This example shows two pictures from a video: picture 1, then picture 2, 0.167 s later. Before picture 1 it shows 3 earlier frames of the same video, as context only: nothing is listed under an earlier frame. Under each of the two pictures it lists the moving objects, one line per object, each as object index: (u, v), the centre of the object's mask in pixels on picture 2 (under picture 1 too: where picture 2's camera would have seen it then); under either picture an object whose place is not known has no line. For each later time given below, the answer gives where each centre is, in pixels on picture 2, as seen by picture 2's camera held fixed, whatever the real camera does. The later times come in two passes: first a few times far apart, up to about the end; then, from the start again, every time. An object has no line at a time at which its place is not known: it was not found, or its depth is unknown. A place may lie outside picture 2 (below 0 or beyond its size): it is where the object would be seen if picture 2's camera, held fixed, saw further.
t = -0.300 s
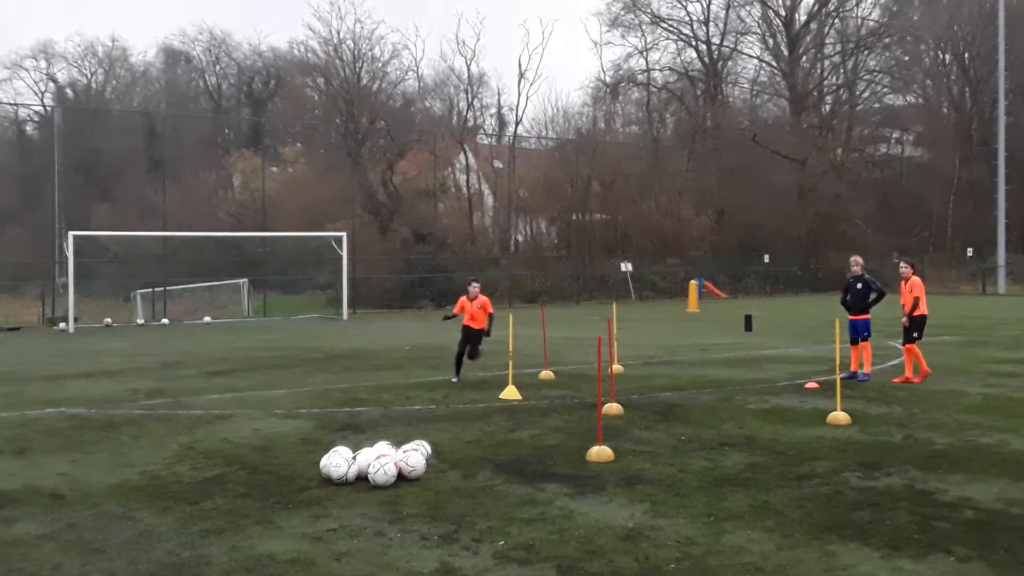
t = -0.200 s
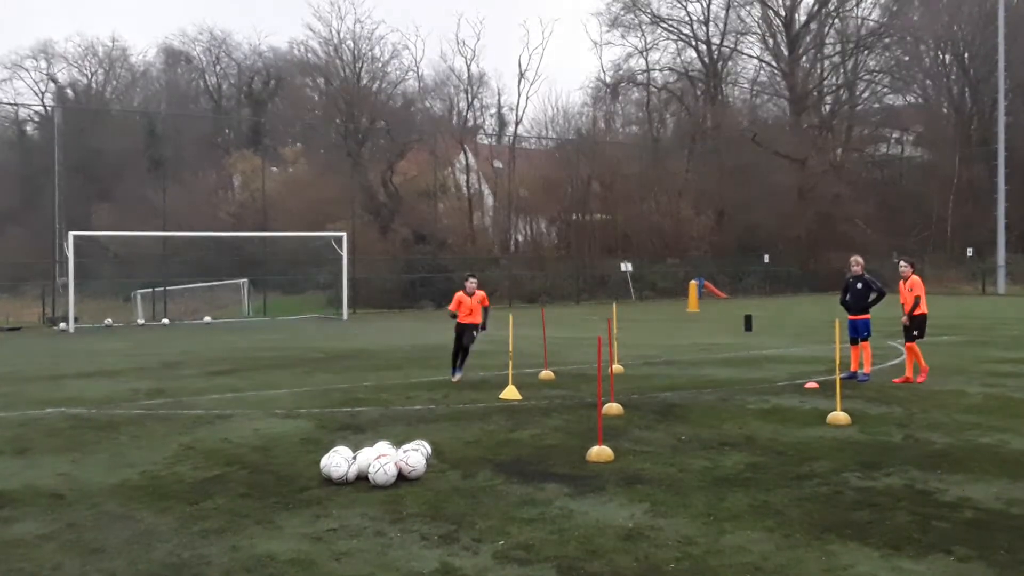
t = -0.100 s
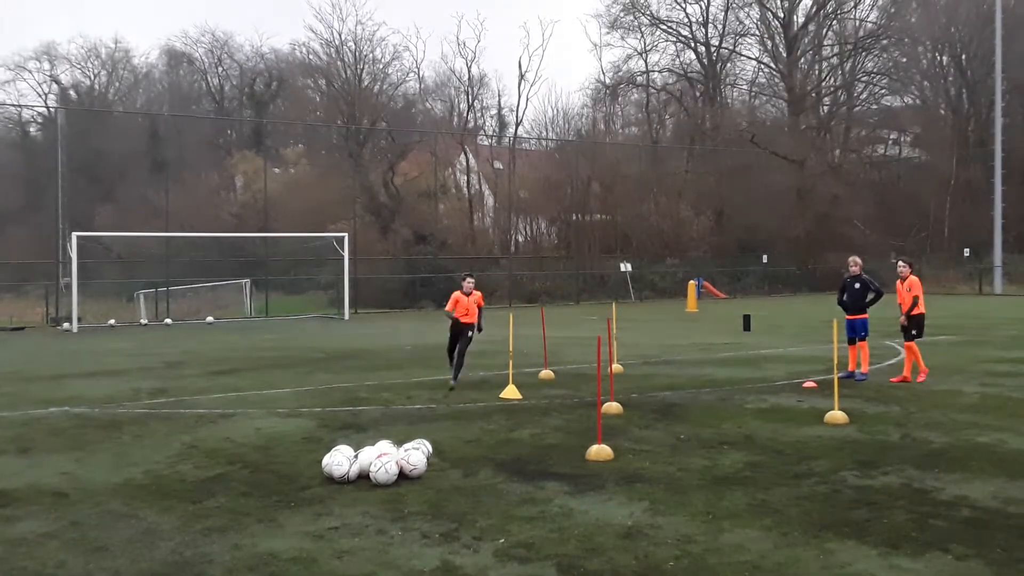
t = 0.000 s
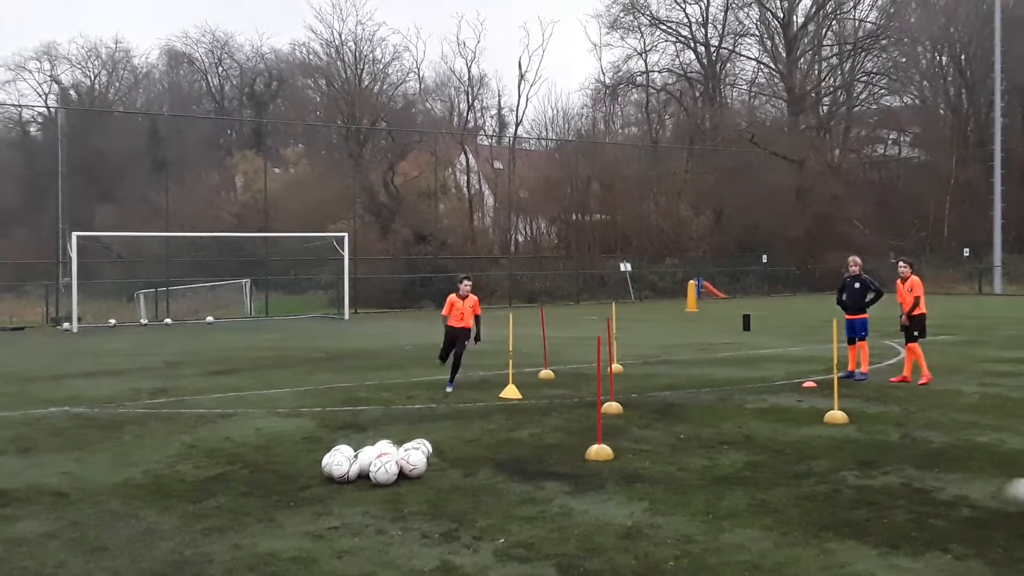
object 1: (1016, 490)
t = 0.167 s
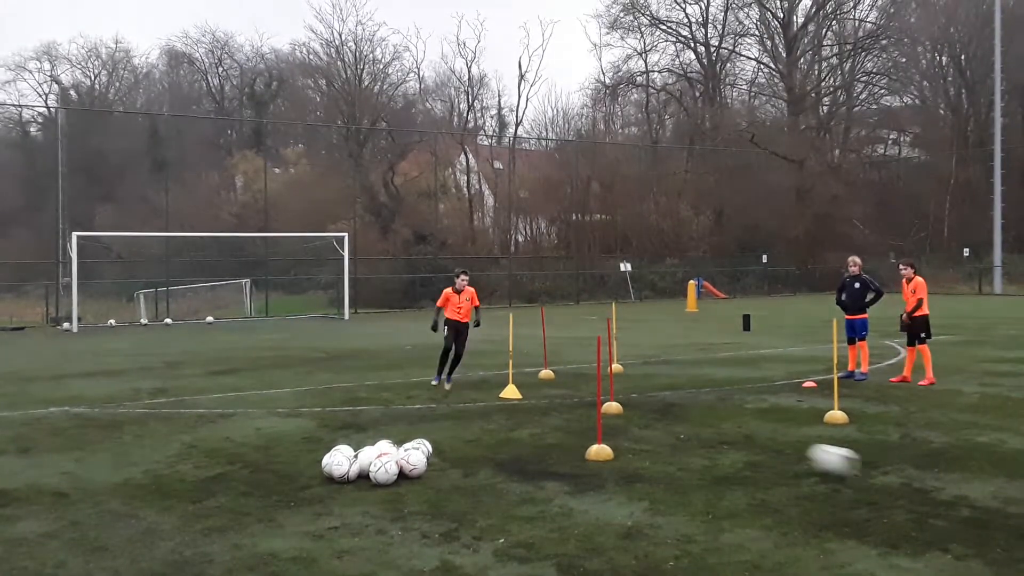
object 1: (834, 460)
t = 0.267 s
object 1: (745, 445)
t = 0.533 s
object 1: (583, 415)
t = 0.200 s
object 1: (802, 454)
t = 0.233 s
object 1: (772, 449)
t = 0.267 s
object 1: (745, 445)
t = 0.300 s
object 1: (719, 439)
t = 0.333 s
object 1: (695, 435)
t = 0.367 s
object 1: (672, 432)
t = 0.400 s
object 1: (652, 427)
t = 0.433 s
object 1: (633, 423)
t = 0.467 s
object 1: (617, 421)
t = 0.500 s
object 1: (597, 418)
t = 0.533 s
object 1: (583, 415)
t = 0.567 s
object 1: (569, 413)
